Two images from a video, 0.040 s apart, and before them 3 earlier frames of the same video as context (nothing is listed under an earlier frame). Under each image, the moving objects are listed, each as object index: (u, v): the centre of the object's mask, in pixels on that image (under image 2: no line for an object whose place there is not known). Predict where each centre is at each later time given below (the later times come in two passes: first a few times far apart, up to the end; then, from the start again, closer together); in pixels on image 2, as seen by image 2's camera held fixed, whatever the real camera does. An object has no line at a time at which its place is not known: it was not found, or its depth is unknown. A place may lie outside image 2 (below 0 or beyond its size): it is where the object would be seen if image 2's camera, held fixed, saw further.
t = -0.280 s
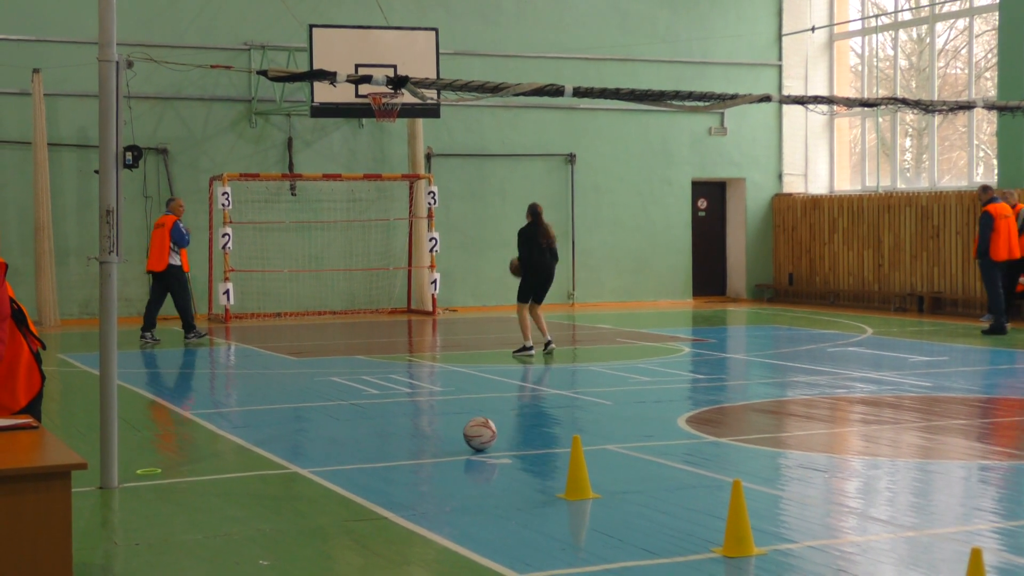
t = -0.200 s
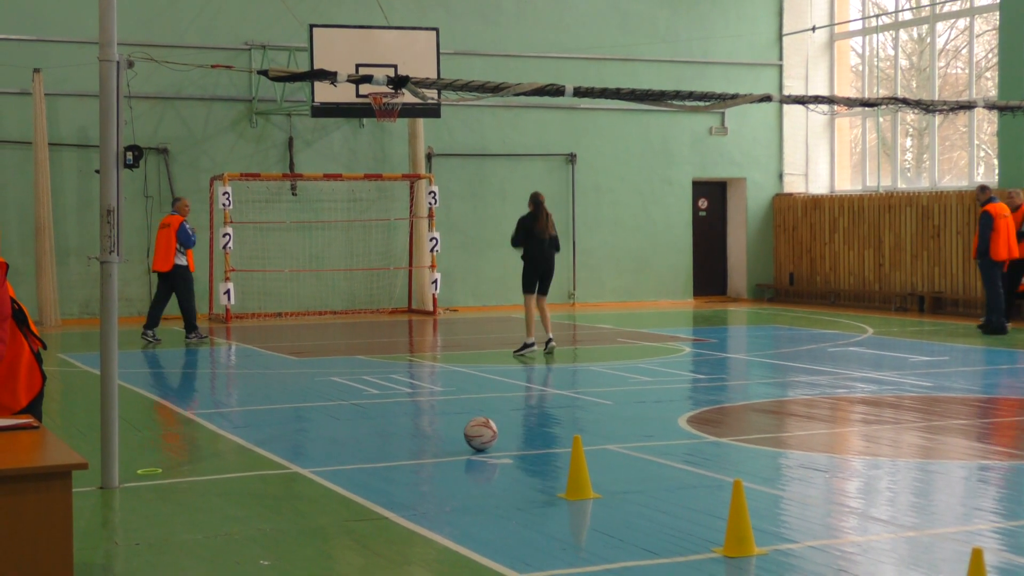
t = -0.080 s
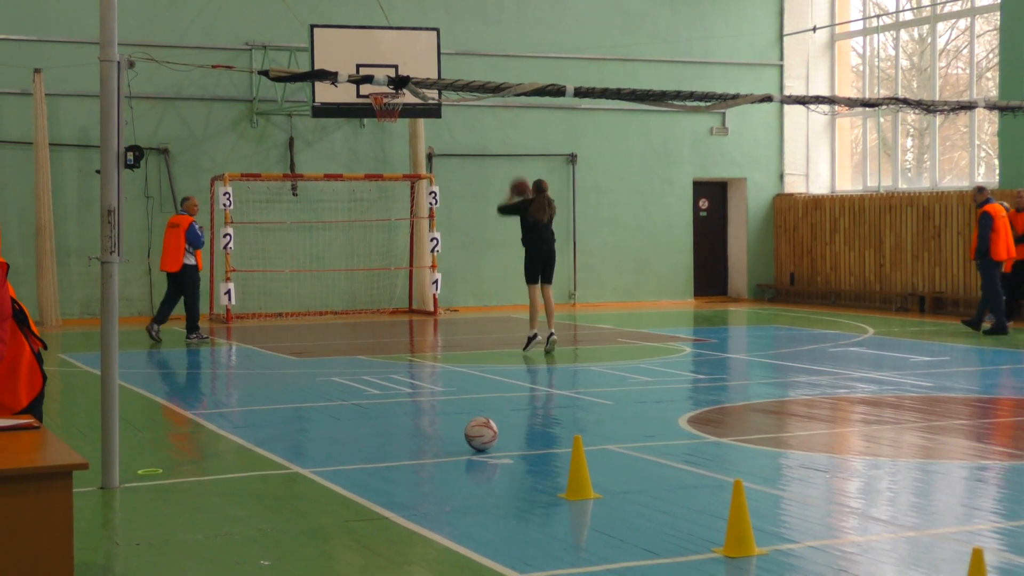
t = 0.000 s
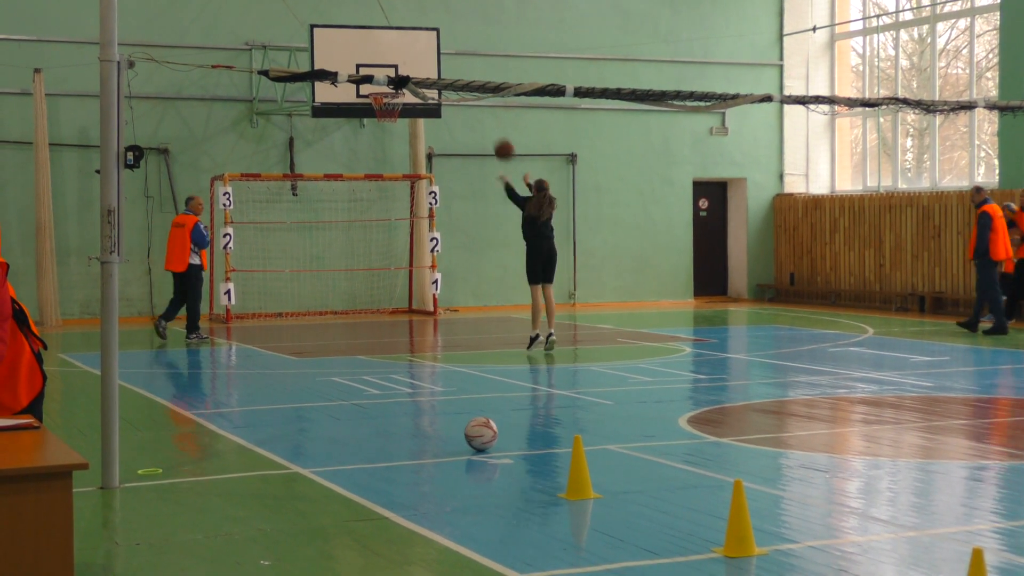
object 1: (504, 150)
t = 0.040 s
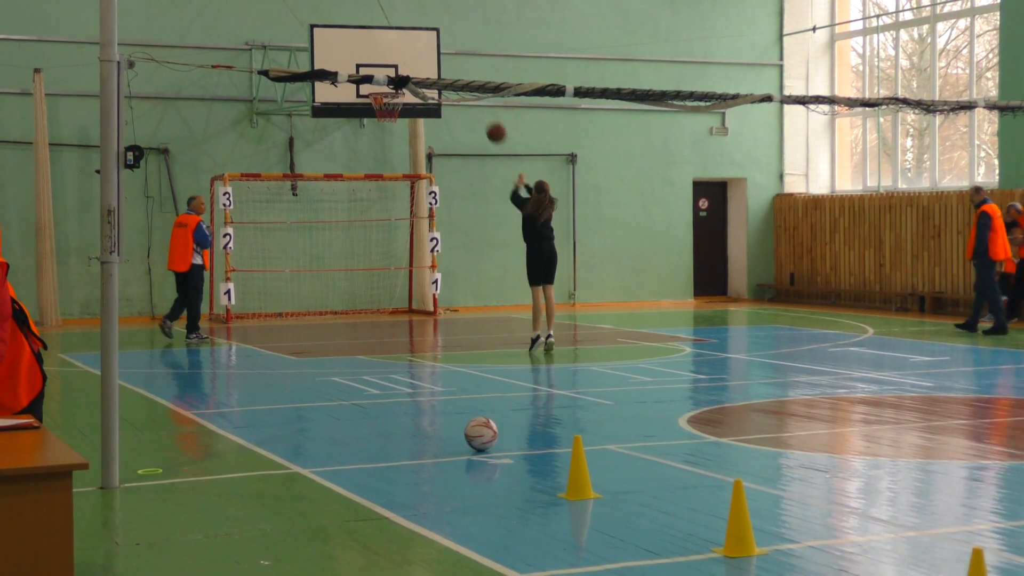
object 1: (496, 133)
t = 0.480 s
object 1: (422, 49)
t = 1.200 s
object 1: (394, 125)
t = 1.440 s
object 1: (416, 190)
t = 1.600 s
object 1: (431, 260)
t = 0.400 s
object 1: (434, 51)
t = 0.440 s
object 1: (428, 49)
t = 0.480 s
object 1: (422, 49)
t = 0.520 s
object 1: (417, 49)
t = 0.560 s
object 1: (411, 51)
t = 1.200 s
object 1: (394, 125)
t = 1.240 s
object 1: (398, 132)
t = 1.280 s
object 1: (401, 141)
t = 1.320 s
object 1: (404, 153)
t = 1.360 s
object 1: (409, 164)
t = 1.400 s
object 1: (412, 178)
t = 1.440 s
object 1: (416, 190)
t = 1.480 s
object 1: (420, 206)
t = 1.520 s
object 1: (422, 222)
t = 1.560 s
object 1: (427, 240)
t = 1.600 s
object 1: (431, 260)
